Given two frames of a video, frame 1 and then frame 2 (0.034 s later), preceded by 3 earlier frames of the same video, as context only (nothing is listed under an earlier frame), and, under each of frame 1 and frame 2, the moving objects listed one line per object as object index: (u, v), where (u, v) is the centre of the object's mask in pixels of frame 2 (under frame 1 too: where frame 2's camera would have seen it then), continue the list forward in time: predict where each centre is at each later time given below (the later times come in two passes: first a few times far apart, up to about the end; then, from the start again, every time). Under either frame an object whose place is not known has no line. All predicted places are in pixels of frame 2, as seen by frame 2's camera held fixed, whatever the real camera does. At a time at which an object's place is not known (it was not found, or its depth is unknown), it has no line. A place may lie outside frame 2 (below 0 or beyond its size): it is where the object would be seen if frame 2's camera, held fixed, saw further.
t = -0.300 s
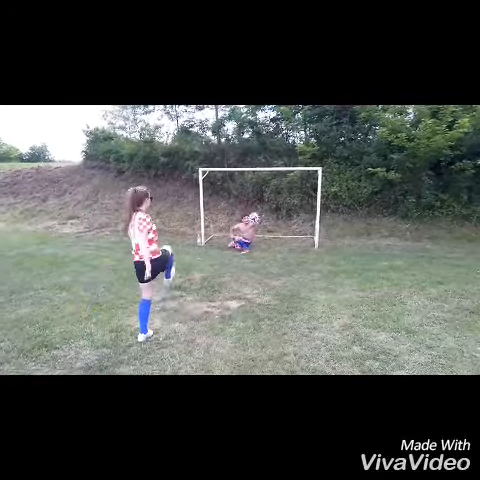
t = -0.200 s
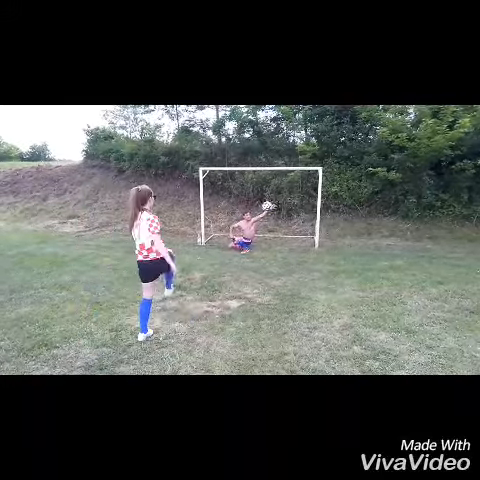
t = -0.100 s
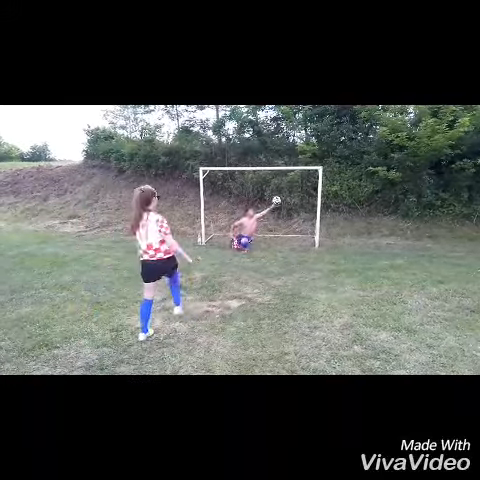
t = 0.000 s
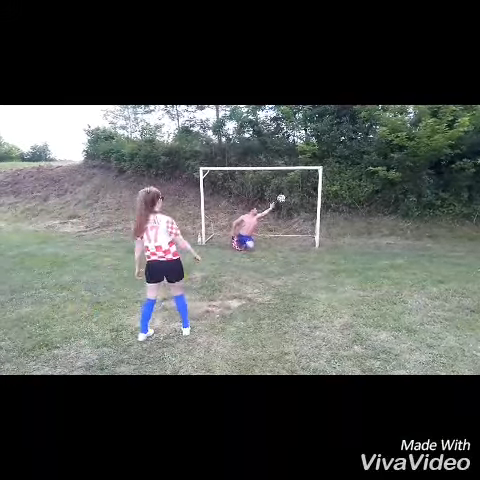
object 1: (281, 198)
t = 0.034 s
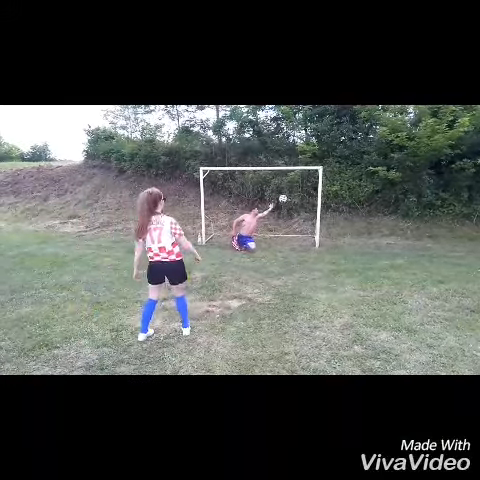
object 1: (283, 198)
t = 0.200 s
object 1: (289, 205)
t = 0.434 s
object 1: (291, 215)
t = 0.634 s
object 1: (289, 213)
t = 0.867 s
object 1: (283, 218)
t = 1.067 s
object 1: (282, 219)
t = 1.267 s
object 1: (282, 218)
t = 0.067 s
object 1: (284, 199)
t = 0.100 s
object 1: (285, 200)
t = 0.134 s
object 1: (286, 201)
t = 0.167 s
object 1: (287, 203)
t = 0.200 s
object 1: (289, 205)
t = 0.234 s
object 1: (289, 208)
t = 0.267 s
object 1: (290, 210)
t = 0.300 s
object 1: (291, 212)
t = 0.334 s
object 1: (291, 216)
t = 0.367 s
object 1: (292, 219)
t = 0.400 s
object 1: (292, 217)
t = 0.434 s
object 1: (291, 215)
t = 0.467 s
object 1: (291, 214)
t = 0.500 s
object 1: (290, 214)
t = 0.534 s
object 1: (290, 213)
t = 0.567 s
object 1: (290, 213)
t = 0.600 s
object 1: (289, 213)
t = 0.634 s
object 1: (289, 213)
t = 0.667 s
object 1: (288, 213)
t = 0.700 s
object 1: (287, 213)
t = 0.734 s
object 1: (286, 215)
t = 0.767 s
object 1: (285, 216)
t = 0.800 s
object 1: (284, 217)
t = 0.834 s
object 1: (284, 218)
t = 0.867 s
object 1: (283, 218)
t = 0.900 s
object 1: (282, 218)
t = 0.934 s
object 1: (282, 219)
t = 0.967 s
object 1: (282, 219)
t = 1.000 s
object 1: (282, 218)
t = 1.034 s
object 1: (282, 218)
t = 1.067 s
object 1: (282, 219)
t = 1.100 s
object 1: (282, 218)
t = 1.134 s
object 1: (282, 218)
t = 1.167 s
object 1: (282, 219)
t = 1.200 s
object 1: (282, 219)
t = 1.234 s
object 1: (283, 219)
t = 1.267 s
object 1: (282, 218)
